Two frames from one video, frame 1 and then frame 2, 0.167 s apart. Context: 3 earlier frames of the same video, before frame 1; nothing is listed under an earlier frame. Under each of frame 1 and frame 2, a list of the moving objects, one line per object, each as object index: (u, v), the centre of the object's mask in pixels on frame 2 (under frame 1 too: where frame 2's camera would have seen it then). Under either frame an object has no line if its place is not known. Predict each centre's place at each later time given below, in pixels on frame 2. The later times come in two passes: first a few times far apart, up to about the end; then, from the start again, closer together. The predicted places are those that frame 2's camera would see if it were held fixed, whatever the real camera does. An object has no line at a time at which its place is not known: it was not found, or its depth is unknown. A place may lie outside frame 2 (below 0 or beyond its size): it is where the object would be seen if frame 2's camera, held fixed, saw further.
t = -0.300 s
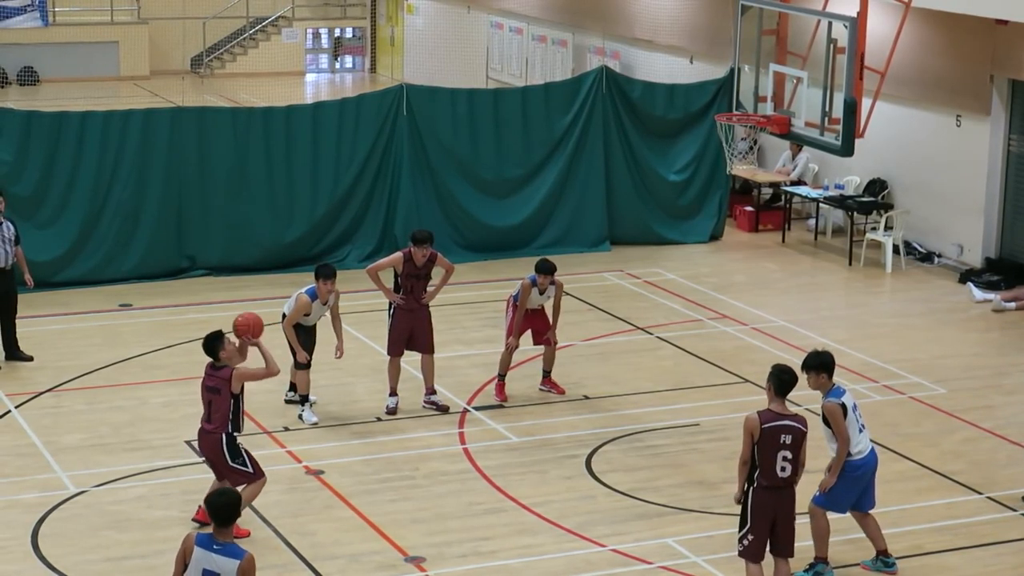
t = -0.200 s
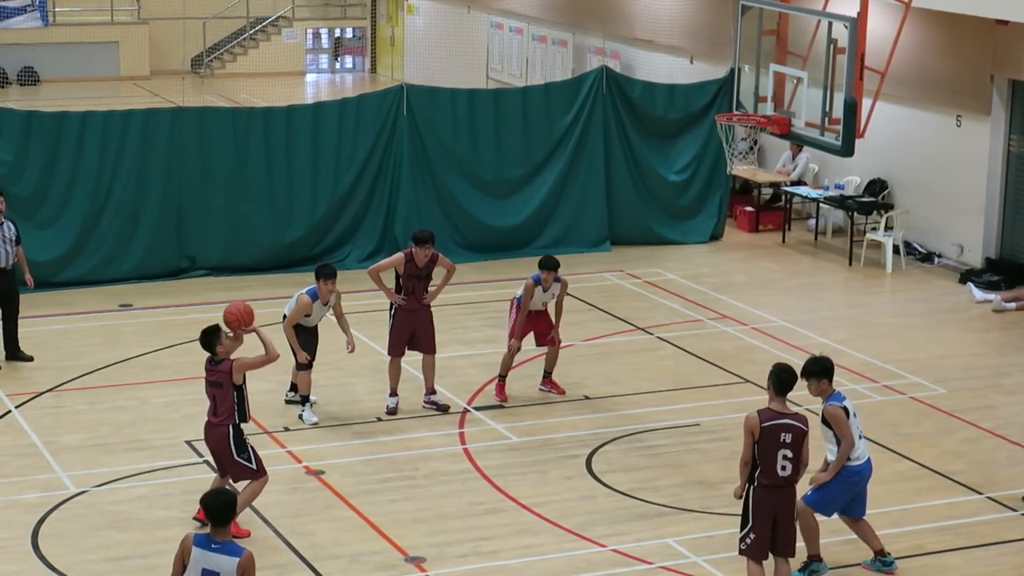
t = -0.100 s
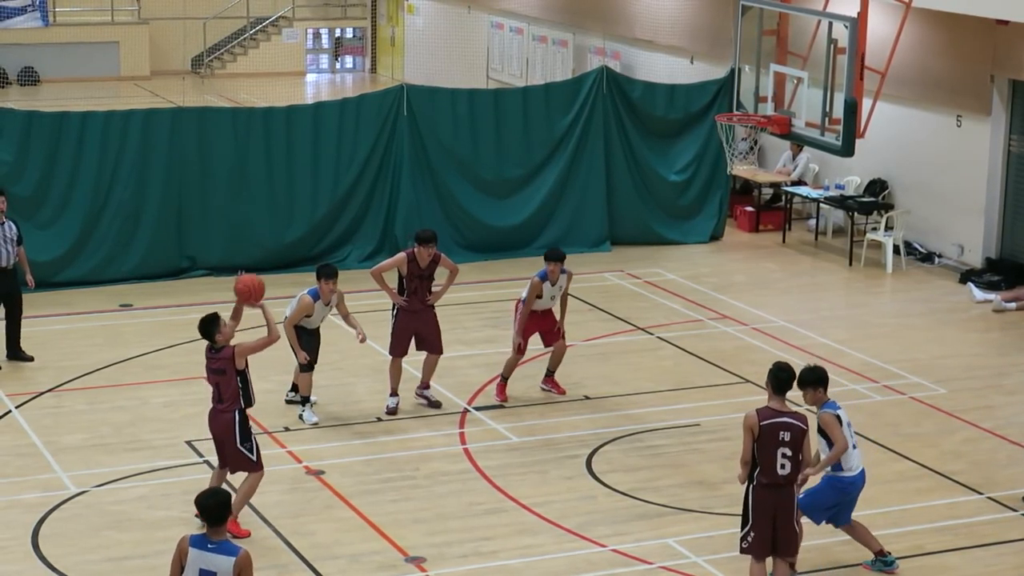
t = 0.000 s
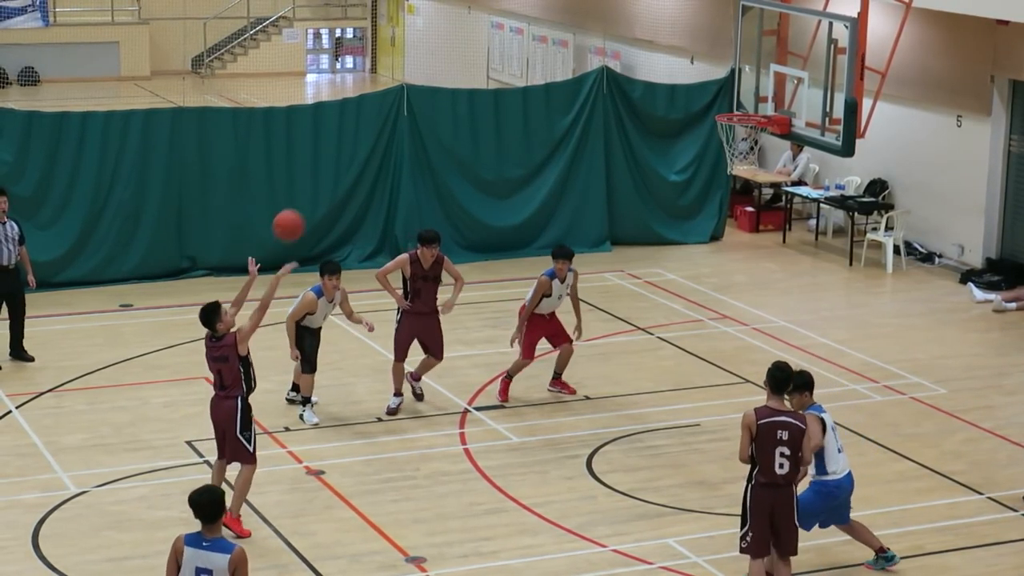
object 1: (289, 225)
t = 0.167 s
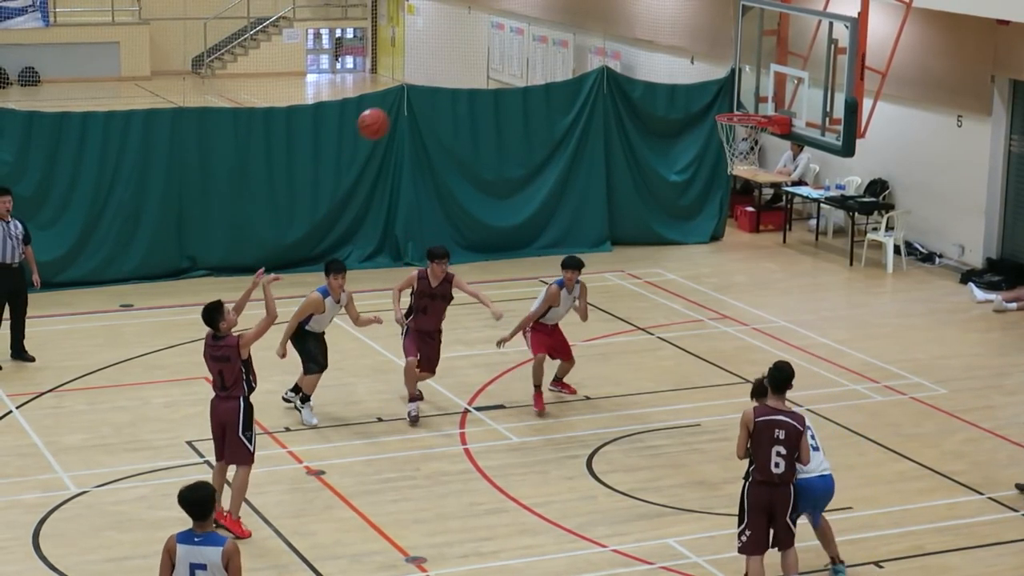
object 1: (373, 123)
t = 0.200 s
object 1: (389, 107)
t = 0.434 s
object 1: (504, 34)
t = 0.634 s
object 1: (596, 26)
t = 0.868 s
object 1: (697, 77)
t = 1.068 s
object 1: (767, 149)
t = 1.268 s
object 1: (804, 210)
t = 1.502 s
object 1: (843, 333)
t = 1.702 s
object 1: (870, 429)
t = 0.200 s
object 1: (389, 107)
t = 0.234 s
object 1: (407, 93)
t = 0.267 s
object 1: (423, 79)
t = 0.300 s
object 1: (440, 67)
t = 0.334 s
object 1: (456, 57)
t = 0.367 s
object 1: (472, 48)
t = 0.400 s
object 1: (488, 41)
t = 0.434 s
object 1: (504, 34)
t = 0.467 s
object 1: (520, 29)
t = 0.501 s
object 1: (535, 26)
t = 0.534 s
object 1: (550, 24)
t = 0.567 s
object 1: (566, 23)
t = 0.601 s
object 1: (581, 24)
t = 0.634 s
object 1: (596, 26)
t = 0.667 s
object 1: (611, 30)
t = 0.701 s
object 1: (626, 35)
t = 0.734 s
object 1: (641, 40)
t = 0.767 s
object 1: (655, 47)
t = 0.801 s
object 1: (669, 56)
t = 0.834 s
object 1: (683, 65)
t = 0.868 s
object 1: (697, 77)
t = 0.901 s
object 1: (711, 89)
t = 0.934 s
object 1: (724, 101)
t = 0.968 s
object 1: (737, 111)
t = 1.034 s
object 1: (760, 142)
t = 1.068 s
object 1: (767, 149)
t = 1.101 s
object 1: (773, 156)
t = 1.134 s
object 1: (780, 164)
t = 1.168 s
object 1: (786, 174)
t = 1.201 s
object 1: (792, 184)
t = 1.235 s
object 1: (798, 196)
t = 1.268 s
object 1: (804, 210)
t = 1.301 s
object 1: (810, 224)
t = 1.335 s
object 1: (815, 240)
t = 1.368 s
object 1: (821, 256)
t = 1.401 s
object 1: (827, 274)
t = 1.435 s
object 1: (833, 293)
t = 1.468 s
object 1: (838, 313)
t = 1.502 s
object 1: (843, 333)
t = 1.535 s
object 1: (849, 356)
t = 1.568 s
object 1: (854, 378)
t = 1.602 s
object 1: (860, 402)
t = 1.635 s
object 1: (865, 428)
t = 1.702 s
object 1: (870, 429)
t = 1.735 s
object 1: (870, 411)
